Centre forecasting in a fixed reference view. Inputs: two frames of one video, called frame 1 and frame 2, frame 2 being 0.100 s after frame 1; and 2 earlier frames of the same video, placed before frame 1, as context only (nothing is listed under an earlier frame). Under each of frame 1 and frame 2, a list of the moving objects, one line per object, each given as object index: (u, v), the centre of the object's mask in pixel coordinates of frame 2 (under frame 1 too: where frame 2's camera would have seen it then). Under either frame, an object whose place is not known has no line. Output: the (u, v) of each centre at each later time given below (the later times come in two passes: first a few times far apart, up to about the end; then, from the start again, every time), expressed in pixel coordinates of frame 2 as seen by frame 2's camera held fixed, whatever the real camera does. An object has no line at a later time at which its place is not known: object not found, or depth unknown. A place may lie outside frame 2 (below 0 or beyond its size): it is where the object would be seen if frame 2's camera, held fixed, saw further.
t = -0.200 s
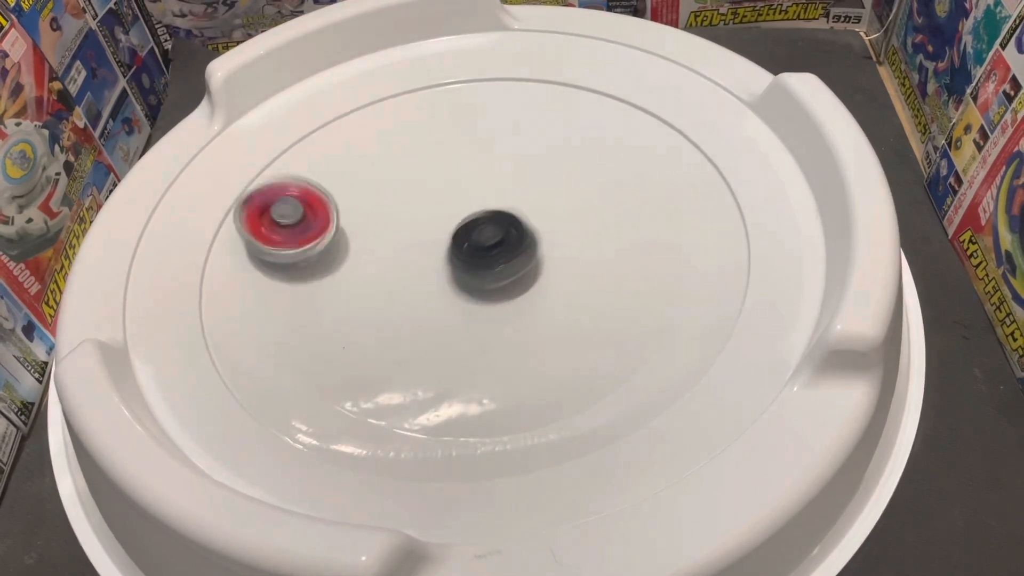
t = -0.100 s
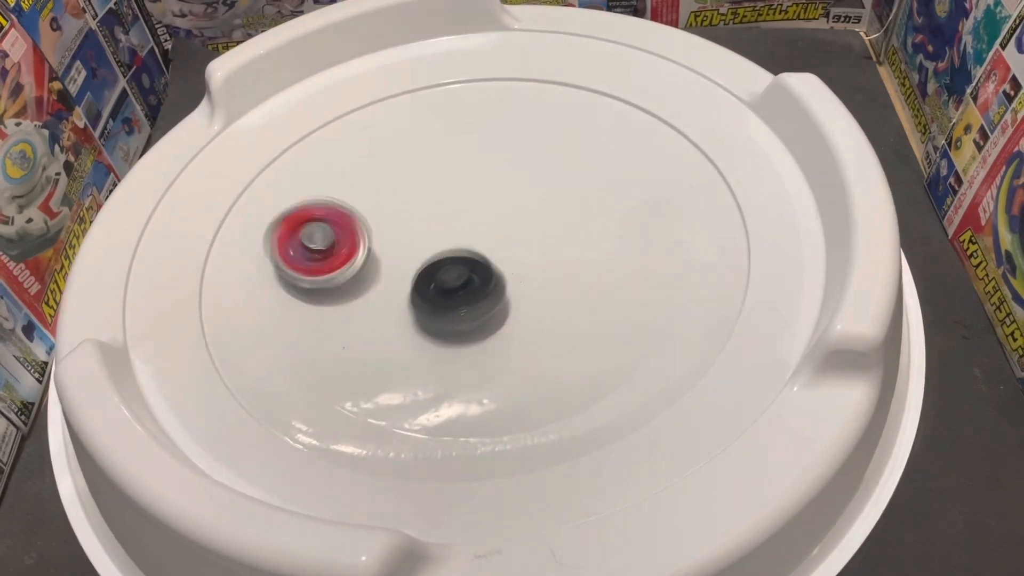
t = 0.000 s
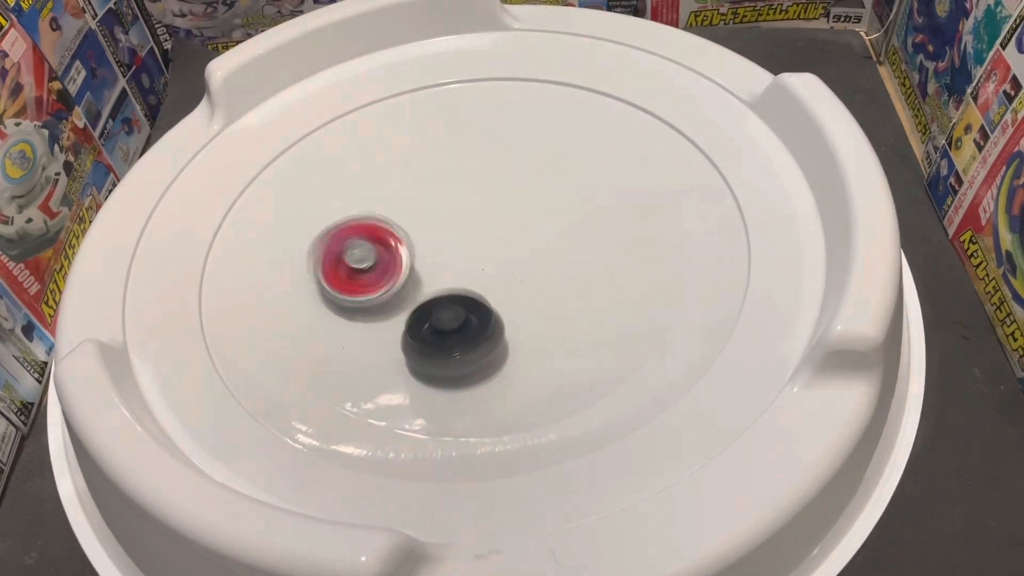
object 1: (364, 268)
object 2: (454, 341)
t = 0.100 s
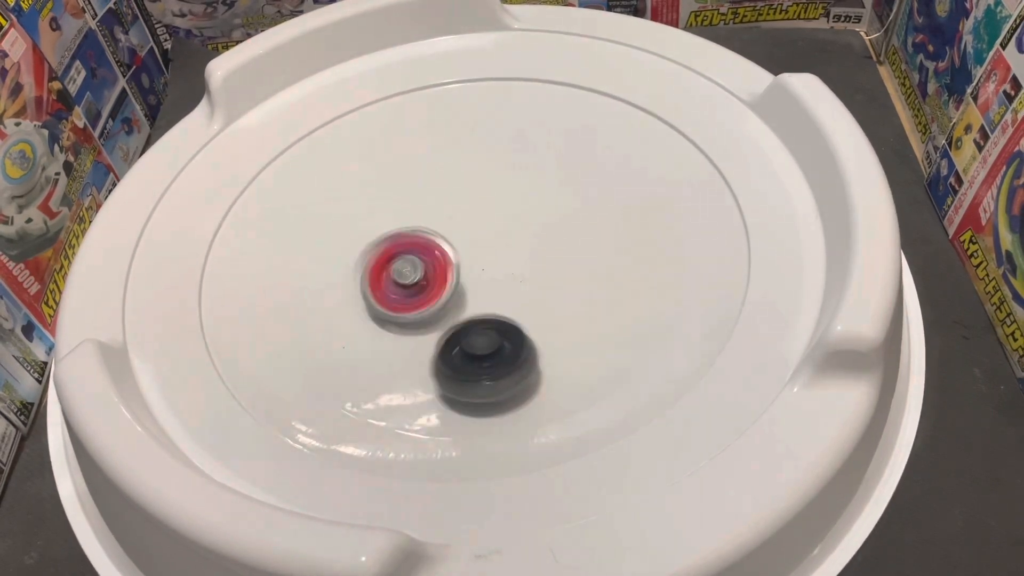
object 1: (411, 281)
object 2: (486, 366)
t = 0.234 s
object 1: (466, 286)
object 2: (553, 346)
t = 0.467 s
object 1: (425, 238)
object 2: (616, 287)
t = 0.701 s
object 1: (336, 200)
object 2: (574, 247)
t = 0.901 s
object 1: (338, 187)
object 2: (448, 230)
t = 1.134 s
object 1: (381, 182)
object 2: (374, 292)
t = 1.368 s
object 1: (417, 222)
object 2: (427, 316)
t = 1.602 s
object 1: (437, 202)
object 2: (523, 325)
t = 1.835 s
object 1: (456, 191)
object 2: (576, 277)
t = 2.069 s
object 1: (422, 214)
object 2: (568, 229)
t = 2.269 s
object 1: (377, 255)
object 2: (588, 225)
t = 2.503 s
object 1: (443, 264)
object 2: (565, 251)
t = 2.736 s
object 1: (431, 251)
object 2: (519, 277)
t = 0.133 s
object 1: (427, 284)
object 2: (503, 367)
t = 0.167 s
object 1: (443, 288)
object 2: (521, 361)
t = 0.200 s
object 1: (456, 289)
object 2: (535, 350)
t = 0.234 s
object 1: (466, 286)
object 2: (553, 346)
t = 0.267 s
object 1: (468, 276)
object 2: (573, 341)
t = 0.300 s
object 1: (468, 268)
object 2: (585, 333)
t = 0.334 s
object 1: (470, 264)
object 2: (590, 320)
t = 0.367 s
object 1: (474, 262)
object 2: (589, 305)
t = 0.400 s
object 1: (480, 264)
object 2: (581, 290)
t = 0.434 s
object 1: (461, 255)
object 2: (590, 286)
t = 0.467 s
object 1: (425, 238)
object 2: (616, 287)
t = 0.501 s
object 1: (397, 227)
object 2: (631, 289)
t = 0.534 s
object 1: (377, 221)
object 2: (635, 287)
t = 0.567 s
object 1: (366, 216)
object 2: (631, 282)
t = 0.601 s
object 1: (358, 213)
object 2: (621, 273)
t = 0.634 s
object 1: (350, 209)
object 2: (608, 263)
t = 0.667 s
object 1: (342, 205)
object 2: (592, 254)
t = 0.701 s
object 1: (336, 200)
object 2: (574, 247)
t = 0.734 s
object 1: (331, 196)
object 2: (555, 242)
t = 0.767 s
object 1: (328, 191)
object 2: (534, 238)
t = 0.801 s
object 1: (326, 188)
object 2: (513, 236)
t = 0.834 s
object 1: (327, 185)
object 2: (492, 234)
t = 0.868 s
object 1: (332, 185)
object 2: (471, 235)
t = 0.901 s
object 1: (338, 187)
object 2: (448, 230)
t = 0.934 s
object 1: (346, 187)
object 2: (430, 238)
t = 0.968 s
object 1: (348, 183)
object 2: (417, 246)
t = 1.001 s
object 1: (352, 179)
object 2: (411, 259)
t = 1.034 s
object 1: (359, 178)
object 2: (401, 270)
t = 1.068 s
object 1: (366, 179)
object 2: (391, 278)
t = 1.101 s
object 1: (374, 180)
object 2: (382, 285)
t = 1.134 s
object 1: (381, 182)
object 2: (374, 292)
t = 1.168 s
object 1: (388, 185)
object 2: (369, 299)
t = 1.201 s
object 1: (394, 190)
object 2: (368, 307)
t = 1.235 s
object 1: (400, 195)
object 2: (372, 315)
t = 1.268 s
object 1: (405, 201)
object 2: (381, 321)
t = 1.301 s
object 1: (409, 208)
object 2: (395, 323)
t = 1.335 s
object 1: (413, 215)
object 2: (411, 322)
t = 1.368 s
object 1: (417, 222)
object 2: (427, 316)
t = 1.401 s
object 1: (420, 227)
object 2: (442, 308)
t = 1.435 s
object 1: (425, 225)
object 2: (458, 310)
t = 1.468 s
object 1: (431, 225)
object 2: (470, 312)
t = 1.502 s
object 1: (437, 228)
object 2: (479, 310)
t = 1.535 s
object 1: (441, 231)
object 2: (488, 304)
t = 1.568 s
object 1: (439, 218)
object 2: (506, 318)
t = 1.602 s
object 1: (437, 202)
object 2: (523, 325)
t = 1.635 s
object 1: (438, 195)
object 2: (536, 328)
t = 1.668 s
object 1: (439, 191)
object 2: (546, 325)
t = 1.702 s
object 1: (440, 190)
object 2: (555, 319)
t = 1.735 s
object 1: (440, 189)
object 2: (564, 310)
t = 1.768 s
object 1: (443, 189)
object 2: (571, 298)
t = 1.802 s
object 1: (450, 190)
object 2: (575, 288)
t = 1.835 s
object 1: (456, 191)
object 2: (576, 277)
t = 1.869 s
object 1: (459, 194)
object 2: (574, 265)
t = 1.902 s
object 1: (462, 199)
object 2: (570, 255)
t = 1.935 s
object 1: (464, 203)
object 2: (564, 246)
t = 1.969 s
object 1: (465, 207)
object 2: (556, 238)
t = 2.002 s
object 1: (463, 213)
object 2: (546, 230)
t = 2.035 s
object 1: (445, 214)
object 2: (555, 228)
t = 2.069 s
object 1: (422, 214)
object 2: (568, 229)
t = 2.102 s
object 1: (405, 218)
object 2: (577, 230)
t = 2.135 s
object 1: (389, 215)
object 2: (583, 230)
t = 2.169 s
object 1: (380, 225)
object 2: (589, 228)
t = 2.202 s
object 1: (375, 231)
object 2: (592, 226)
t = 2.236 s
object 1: (375, 244)
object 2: (591, 225)
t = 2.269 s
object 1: (377, 255)
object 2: (588, 225)
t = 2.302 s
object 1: (387, 265)
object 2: (583, 227)
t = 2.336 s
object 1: (402, 273)
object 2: (576, 230)
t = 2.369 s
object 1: (420, 281)
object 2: (567, 235)
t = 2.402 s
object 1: (438, 279)
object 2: (558, 240)
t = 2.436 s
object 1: (452, 276)
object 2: (548, 247)
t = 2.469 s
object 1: (444, 269)
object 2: (558, 249)
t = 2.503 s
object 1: (443, 264)
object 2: (565, 251)
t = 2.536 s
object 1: (440, 257)
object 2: (566, 254)
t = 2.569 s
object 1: (436, 254)
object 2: (561, 258)
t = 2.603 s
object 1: (432, 252)
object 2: (554, 263)
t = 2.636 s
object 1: (429, 251)
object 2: (545, 269)
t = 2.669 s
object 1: (428, 252)
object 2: (537, 274)
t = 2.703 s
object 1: (429, 252)
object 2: (525, 272)
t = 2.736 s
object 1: (431, 251)
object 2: (519, 277)
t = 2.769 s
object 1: (430, 250)
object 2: (512, 284)
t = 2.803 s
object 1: (429, 250)
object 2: (504, 290)
